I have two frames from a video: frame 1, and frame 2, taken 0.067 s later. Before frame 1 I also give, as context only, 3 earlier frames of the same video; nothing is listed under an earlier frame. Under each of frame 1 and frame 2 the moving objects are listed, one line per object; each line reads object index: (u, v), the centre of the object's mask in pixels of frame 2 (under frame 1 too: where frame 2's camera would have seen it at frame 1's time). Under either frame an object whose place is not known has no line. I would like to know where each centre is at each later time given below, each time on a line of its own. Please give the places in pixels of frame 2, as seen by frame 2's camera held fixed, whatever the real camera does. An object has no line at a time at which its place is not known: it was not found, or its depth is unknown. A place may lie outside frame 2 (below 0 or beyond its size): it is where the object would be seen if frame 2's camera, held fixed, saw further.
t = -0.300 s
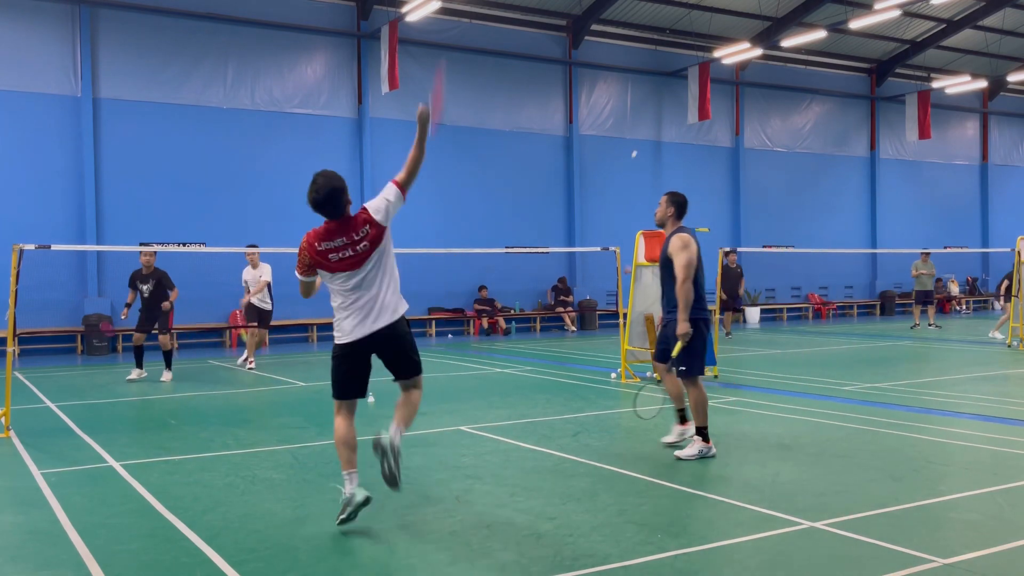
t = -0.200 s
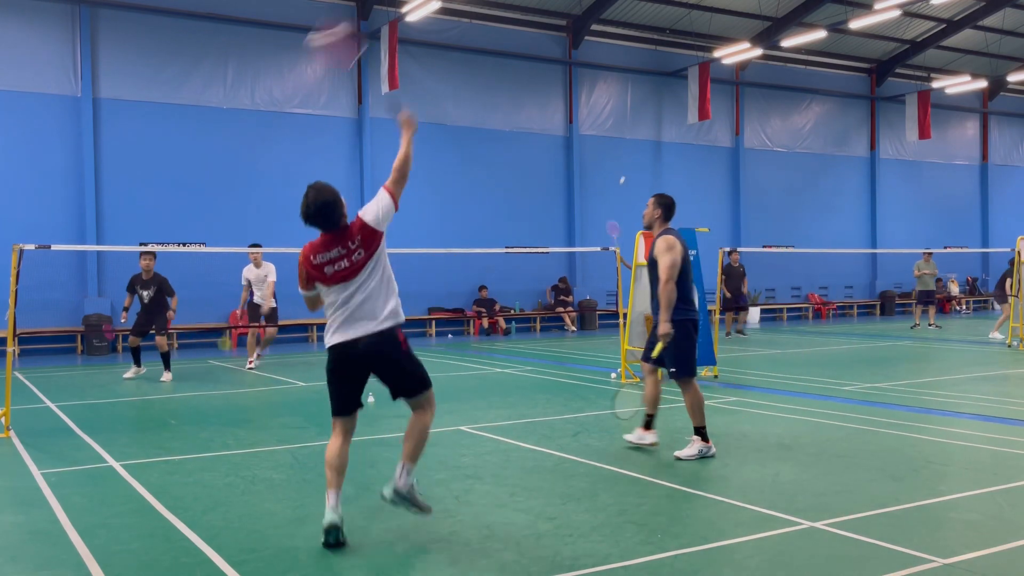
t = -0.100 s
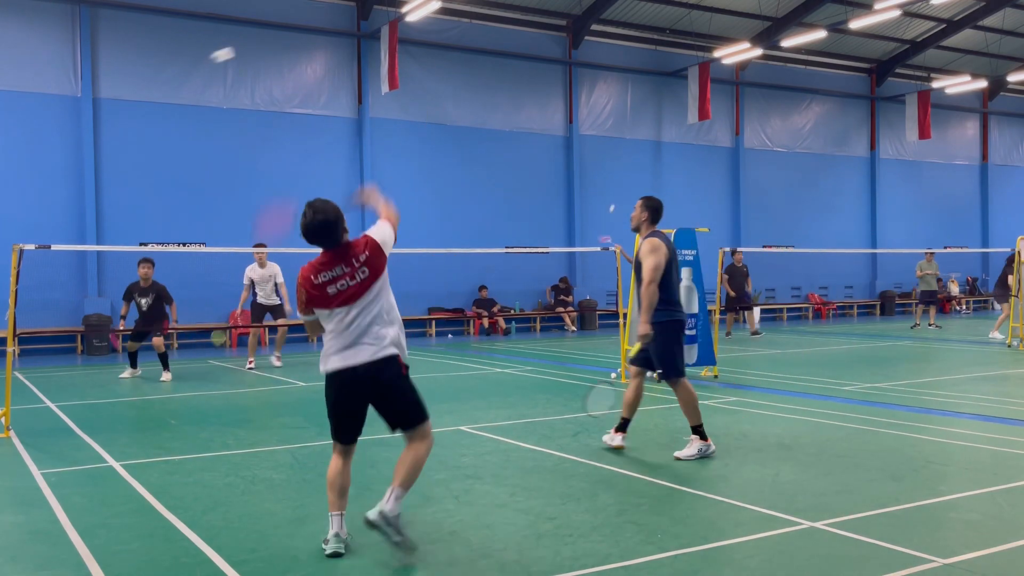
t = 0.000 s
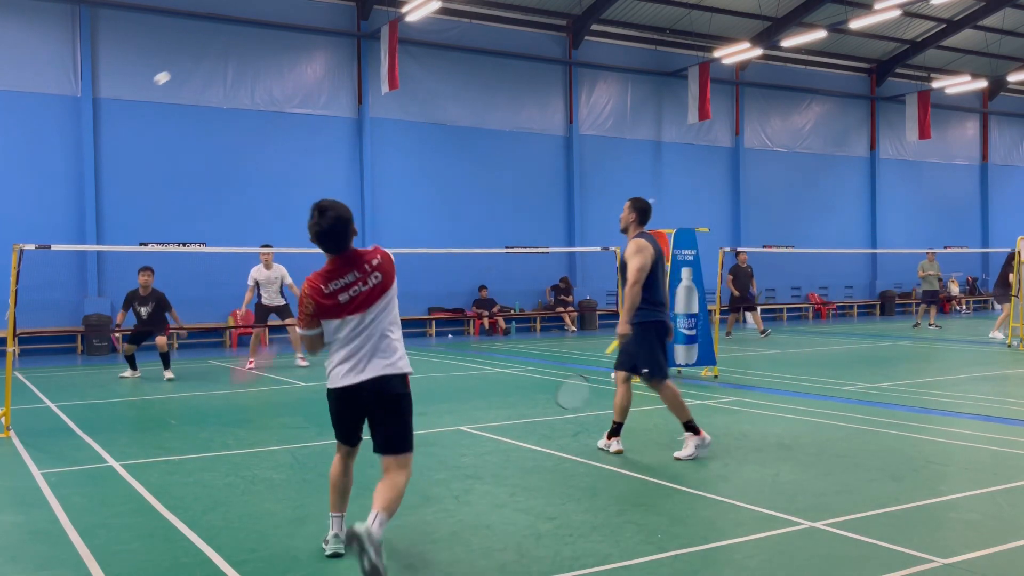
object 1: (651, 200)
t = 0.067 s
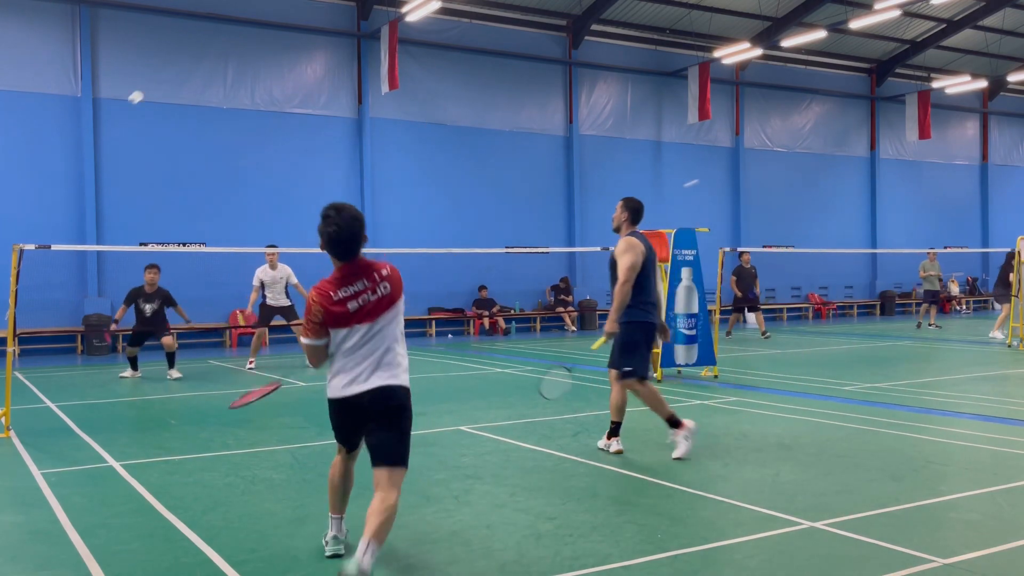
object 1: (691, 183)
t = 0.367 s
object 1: (849, 148)
